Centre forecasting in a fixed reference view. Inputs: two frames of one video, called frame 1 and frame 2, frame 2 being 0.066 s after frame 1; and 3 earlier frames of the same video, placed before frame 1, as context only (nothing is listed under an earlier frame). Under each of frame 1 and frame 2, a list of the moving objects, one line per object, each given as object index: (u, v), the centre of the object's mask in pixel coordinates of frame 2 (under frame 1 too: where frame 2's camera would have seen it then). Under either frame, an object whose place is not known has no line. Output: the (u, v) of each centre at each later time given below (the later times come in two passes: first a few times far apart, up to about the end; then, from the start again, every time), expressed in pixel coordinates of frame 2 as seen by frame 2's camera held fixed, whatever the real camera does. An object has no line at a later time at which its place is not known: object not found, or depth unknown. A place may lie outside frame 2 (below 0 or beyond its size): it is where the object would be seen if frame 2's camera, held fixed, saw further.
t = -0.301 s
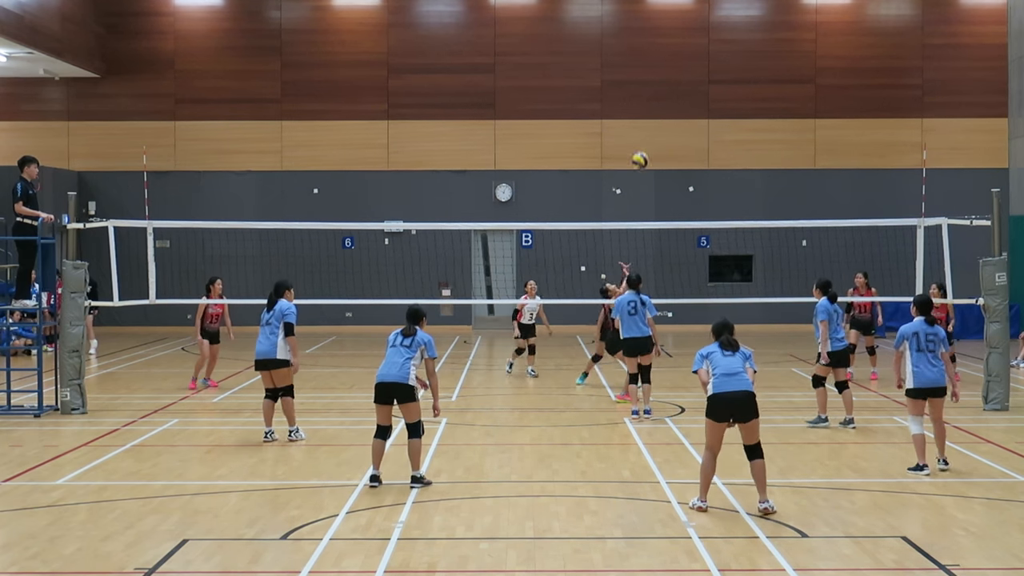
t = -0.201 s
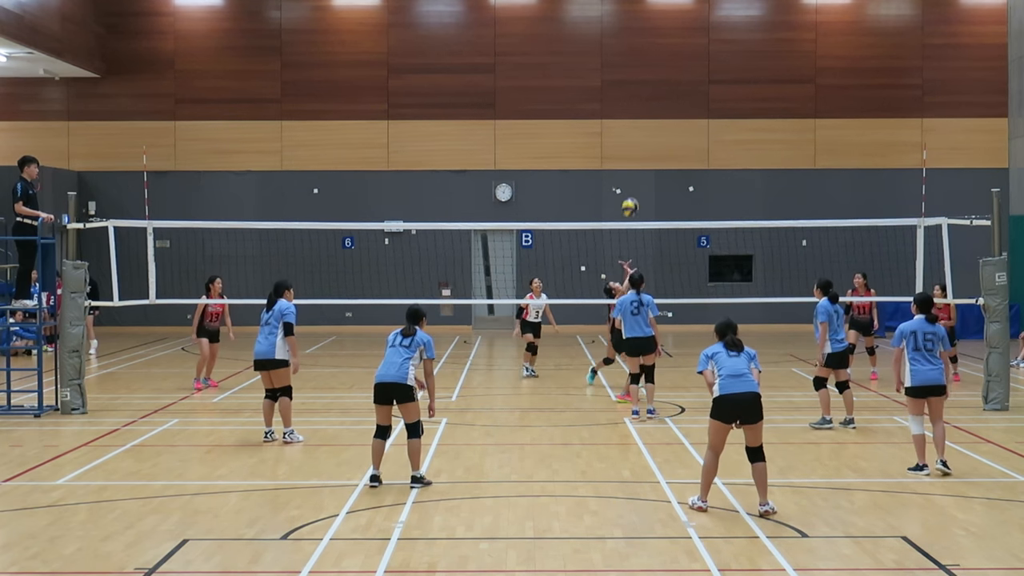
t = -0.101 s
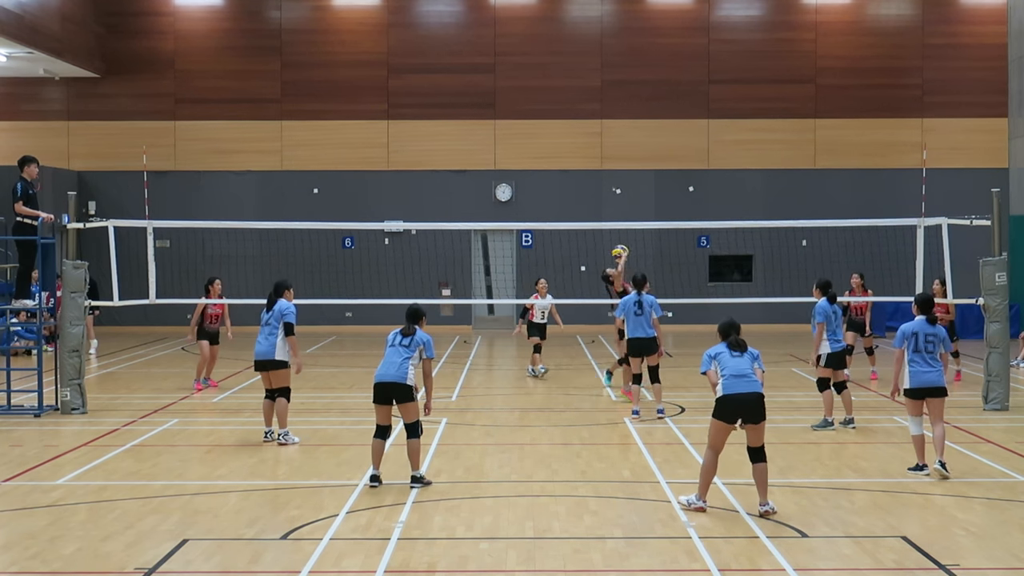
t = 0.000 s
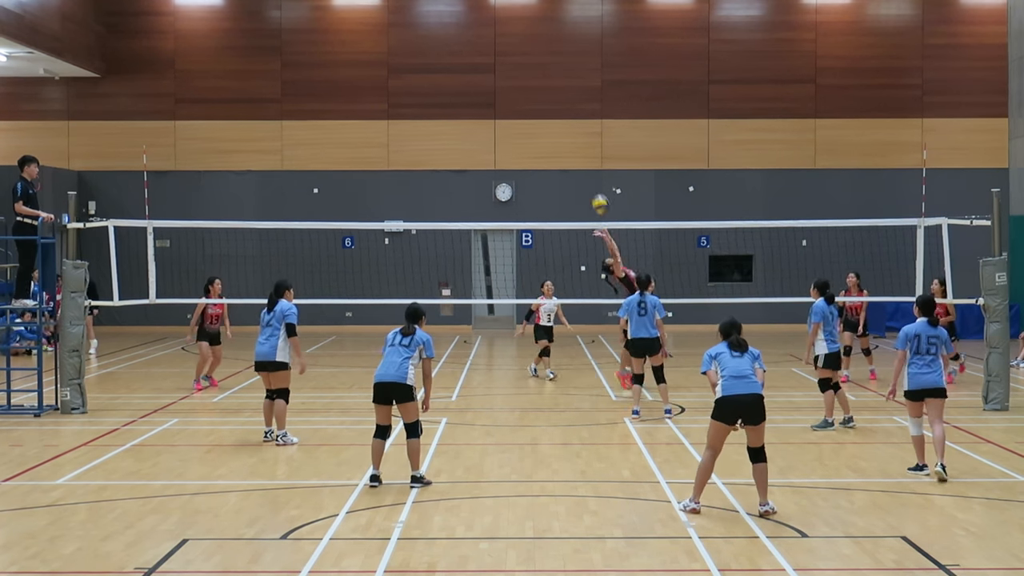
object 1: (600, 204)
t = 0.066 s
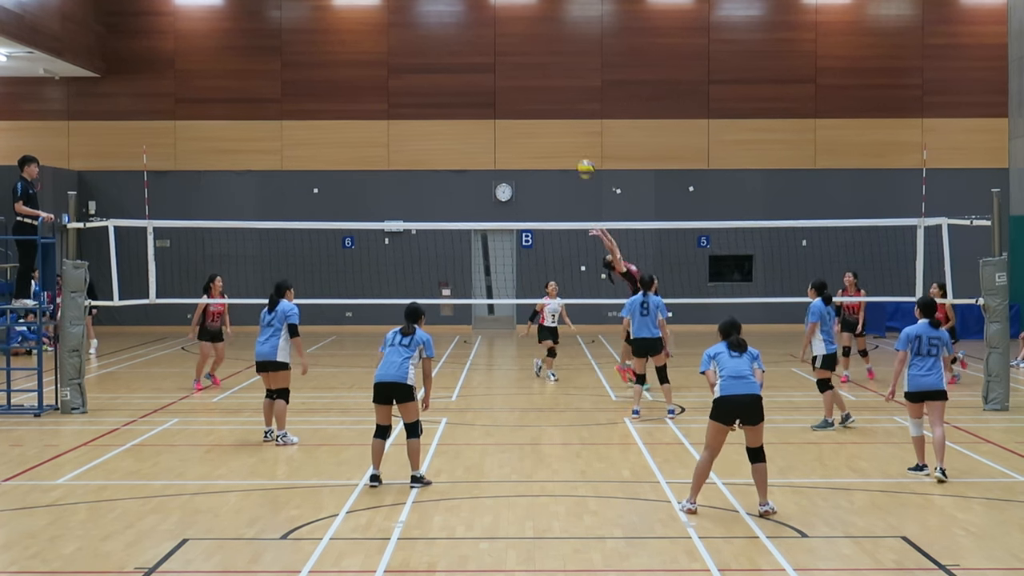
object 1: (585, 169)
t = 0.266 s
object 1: (541, 87)
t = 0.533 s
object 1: (484, 29)
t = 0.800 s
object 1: (428, 28)
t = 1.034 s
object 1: (380, 71)
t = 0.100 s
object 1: (579, 152)
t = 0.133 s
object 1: (571, 136)
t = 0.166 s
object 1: (564, 123)
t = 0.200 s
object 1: (556, 111)
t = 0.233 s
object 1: (548, 99)
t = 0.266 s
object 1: (541, 87)
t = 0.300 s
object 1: (534, 77)
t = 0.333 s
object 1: (527, 68)
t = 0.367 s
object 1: (520, 59)
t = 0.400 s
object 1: (512, 52)
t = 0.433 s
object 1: (505, 45)
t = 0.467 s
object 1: (498, 39)
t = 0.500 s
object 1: (491, 34)
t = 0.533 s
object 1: (484, 29)
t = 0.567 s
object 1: (477, 26)
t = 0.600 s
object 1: (470, 24)
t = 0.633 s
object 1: (463, 22)
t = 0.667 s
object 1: (456, 22)
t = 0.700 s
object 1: (449, 22)
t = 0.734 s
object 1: (442, 23)
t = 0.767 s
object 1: (435, 25)
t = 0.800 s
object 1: (428, 28)
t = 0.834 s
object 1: (421, 31)
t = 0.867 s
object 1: (414, 36)
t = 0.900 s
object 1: (407, 41)
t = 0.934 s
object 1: (400, 48)
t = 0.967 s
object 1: (394, 55)
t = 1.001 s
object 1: (387, 62)
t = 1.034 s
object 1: (380, 71)
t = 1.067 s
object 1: (373, 81)
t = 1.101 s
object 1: (367, 92)
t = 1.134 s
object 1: (361, 103)
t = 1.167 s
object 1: (354, 114)
